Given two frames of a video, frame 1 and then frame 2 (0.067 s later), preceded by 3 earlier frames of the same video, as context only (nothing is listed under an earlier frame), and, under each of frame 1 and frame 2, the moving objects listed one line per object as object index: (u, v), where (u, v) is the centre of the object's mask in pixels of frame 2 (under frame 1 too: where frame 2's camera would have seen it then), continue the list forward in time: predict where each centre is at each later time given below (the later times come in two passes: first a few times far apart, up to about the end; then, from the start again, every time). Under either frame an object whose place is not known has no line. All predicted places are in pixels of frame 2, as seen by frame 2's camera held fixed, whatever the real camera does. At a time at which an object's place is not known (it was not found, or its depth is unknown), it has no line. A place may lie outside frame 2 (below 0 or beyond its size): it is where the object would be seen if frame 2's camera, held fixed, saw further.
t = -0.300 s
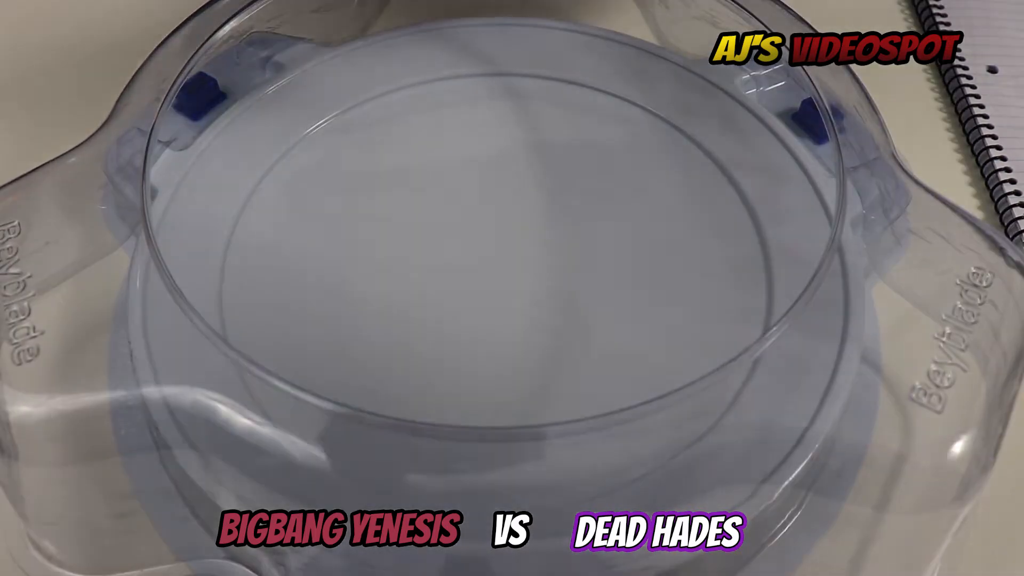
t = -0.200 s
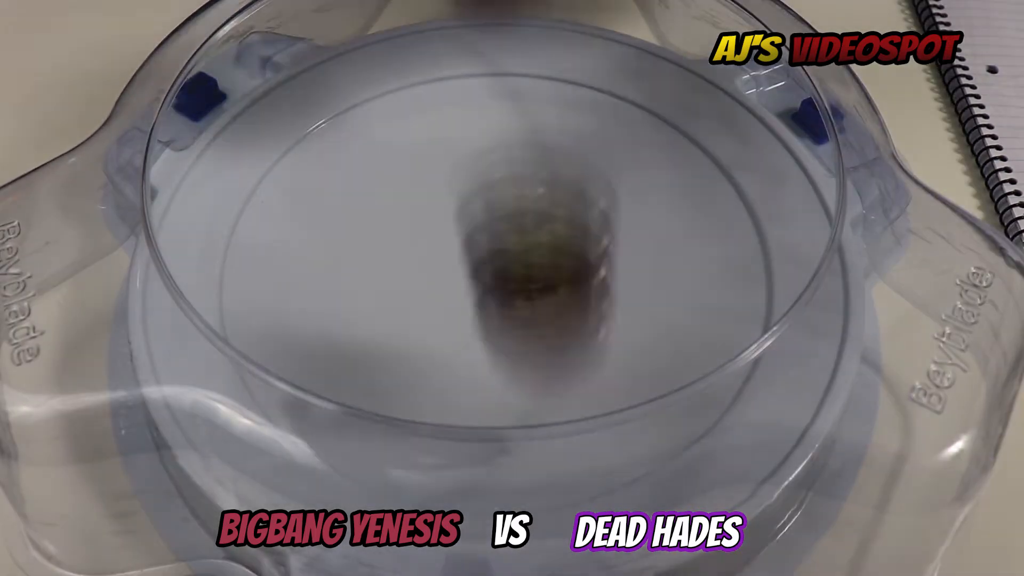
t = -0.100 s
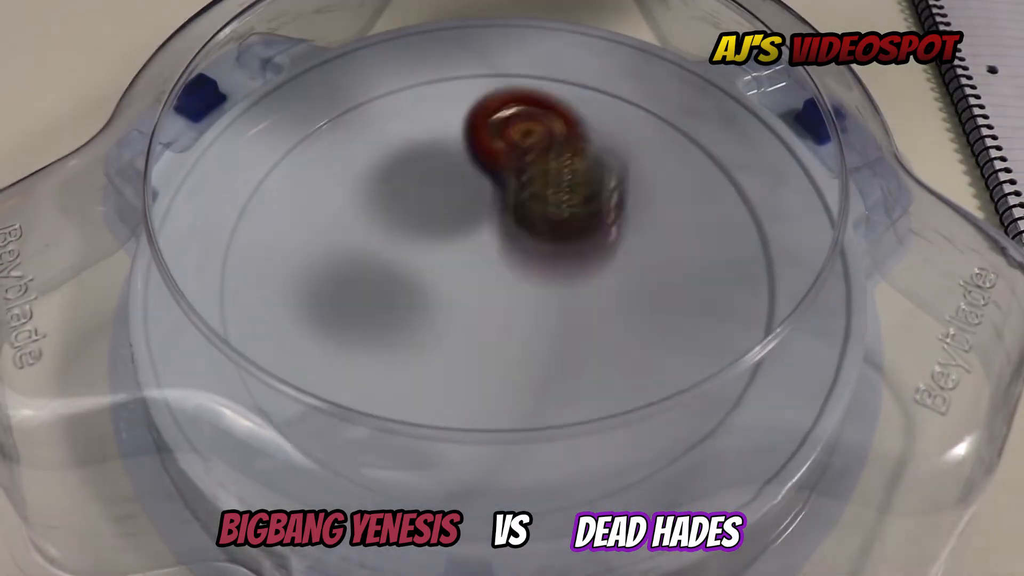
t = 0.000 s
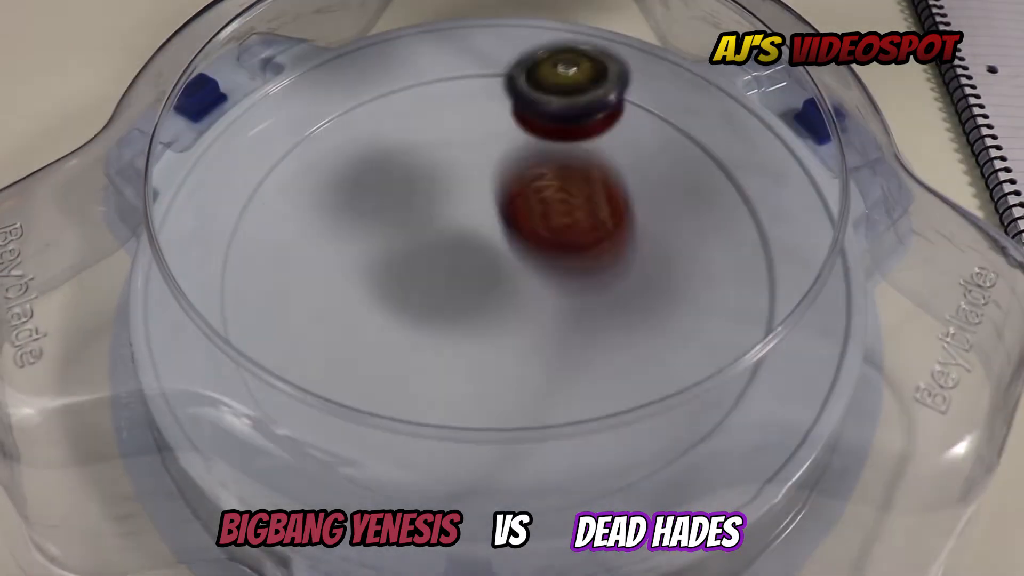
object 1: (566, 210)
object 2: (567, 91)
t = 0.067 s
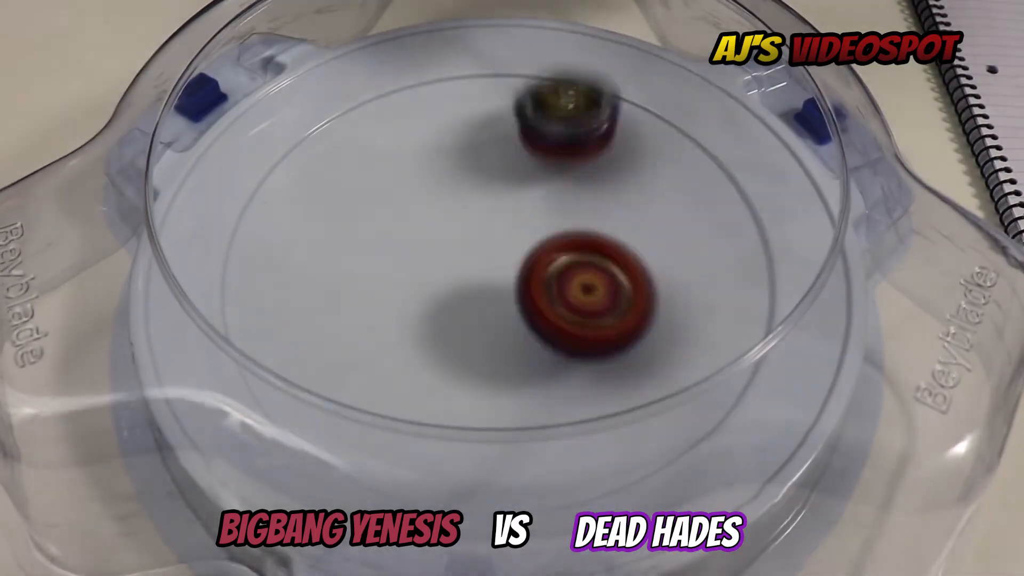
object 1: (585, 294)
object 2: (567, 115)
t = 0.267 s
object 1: (588, 365)
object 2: (505, 78)
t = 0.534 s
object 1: (560, 270)
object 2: (381, 284)
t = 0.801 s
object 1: (538, 173)
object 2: (511, 465)
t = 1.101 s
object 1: (461, 253)
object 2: (676, 226)
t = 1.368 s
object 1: (574, 333)
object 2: (425, 87)
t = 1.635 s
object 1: (653, 240)
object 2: (234, 248)
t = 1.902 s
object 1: (501, 189)
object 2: (521, 416)
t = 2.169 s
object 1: (385, 298)
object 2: (696, 179)
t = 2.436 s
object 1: (522, 375)
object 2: (482, 56)
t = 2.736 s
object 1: (601, 228)
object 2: (303, 289)
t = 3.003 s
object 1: (441, 174)
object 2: (645, 405)
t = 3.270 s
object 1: (369, 272)
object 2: (726, 188)
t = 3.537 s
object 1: (543, 313)
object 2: (470, 129)
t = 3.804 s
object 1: (590, 193)
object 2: (330, 309)
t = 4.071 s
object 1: (473, 161)
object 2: (530, 439)
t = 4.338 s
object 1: (448, 270)
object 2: (665, 262)
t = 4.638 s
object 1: (584, 286)
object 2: (450, 139)
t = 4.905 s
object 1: (557, 217)
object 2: (294, 244)
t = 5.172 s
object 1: (494, 226)
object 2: (499, 368)
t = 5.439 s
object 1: (483, 253)
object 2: (663, 220)
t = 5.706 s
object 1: (502, 261)
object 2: (545, 104)
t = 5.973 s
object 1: (510, 252)
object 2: (378, 216)
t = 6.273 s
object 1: (504, 238)
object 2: (541, 384)
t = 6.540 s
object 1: (503, 240)
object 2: (709, 284)
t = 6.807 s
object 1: (507, 246)
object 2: (552, 154)
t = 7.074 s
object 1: (488, 303)
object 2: (376, 146)
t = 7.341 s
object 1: (505, 285)
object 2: (363, 321)
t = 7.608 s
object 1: (508, 245)
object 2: (607, 359)
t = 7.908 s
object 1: (485, 232)
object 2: (634, 169)
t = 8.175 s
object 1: (484, 234)
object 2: (436, 141)
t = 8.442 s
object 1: (501, 239)
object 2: (353, 303)
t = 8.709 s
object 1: (520, 243)
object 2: (571, 376)
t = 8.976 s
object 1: (524, 245)
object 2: (652, 222)
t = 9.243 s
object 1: (519, 253)
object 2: (476, 150)
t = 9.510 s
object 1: (520, 261)
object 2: (358, 277)
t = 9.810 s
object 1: (512, 259)
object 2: (573, 362)
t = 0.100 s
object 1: (591, 303)
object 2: (559, 95)
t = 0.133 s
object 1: (597, 330)
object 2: (550, 72)
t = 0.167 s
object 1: (598, 356)
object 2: (541, 64)
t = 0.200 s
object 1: (598, 351)
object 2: (532, 72)
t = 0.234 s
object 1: (594, 357)
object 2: (519, 73)
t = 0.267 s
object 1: (588, 365)
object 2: (505, 78)
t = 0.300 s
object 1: (585, 358)
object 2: (490, 102)
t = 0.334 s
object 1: (579, 358)
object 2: (476, 123)
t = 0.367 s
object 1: (576, 349)
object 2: (459, 147)
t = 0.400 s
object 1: (572, 335)
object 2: (444, 171)
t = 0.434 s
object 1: (568, 319)
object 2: (427, 197)
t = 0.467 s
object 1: (565, 303)
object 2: (411, 224)
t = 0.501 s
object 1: (562, 287)
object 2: (395, 253)
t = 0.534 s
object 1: (560, 270)
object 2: (381, 284)
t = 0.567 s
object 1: (559, 255)
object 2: (371, 317)
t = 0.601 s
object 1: (558, 239)
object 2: (368, 347)
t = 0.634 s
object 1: (558, 224)
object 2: (374, 368)
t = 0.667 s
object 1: (558, 211)
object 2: (383, 403)
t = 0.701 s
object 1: (556, 198)
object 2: (404, 430)
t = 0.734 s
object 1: (552, 187)
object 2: (434, 448)
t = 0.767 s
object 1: (546, 179)
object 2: (470, 460)
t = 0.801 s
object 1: (538, 173)
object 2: (511, 465)
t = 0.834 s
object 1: (527, 170)
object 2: (554, 464)
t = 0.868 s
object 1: (515, 170)
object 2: (600, 450)
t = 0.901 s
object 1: (502, 174)
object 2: (638, 429)
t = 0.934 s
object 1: (489, 182)
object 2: (668, 397)
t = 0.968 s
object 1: (477, 193)
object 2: (679, 353)
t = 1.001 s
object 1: (468, 206)
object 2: (696, 327)
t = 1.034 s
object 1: (462, 221)
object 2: (700, 297)
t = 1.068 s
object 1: (460, 236)
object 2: (691, 261)
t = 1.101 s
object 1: (461, 253)
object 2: (676, 226)
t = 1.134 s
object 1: (465, 269)
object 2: (653, 195)
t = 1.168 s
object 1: (473, 284)
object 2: (626, 166)
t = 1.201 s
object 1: (485, 298)
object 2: (599, 142)
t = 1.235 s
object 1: (500, 310)
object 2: (566, 121)
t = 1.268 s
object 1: (516, 320)
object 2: (531, 105)
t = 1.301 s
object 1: (535, 328)
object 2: (495, 94)
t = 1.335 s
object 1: (554, 332)
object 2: (461, 87)
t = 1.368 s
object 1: (574, 333)
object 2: (425, 87)
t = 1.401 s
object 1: (592, 330)
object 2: (391, 90)
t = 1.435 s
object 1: (610, 324)
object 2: (357, 99)
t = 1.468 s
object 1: (625, 315)
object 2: (325, 112)
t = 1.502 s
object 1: (638, 303)
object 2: (295, 130)
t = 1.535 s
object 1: (648, 288)
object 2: (267, 152)
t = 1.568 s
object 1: (655, 273)
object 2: (246, 179)
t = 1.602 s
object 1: (657, 257)
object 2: (236, 212)
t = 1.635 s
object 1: (653, 240)
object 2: (234, 248)
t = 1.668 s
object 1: (644, 224)
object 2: (241, 281)
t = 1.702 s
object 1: (631, 209)
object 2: (259, 312)
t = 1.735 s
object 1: (613, 198)
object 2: (276, 351)
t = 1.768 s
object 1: (594, 191)
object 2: (311, 378)
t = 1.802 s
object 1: (573, 186)
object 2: (356, 400)
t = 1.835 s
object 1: (549, 184)
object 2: (412, 419)
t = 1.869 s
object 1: (525, 185)
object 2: (467, 423)
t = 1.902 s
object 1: (501, 189)
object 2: (521, 416)
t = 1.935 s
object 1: (476, 195)
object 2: (572, 385)
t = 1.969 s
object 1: (455, 204)
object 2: (617, 367)
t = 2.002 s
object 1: (435, 215)
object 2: (652, 345)
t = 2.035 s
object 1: (419, 229)
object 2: (678, 314)
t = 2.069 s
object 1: (404, 244)
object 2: (696, 278)
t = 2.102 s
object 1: (394, 261)
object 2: (704, 244)
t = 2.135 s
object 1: (387, 279)
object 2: (703, 211)
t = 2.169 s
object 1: (385, 298)
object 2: (696, 179)
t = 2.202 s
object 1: (387, 315)
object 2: (683, 150)
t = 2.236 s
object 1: (394, 333)
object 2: (662, 122)
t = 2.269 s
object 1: (406, 349)
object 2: (639, 100)
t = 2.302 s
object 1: (424, 361)
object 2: (612, 81)
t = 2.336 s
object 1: (446, 369)
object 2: (583, 67)
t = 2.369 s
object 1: (469, 375)
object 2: (551, 57)
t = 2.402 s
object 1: (495, 377)
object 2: (517, 53)
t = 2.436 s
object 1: (522, 375)
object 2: (482, 56)
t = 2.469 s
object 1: (547, 371)
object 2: (445, 62)
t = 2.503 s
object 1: (571, 362)
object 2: (412, 73)
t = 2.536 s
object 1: (591, 349)
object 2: (378, 90)
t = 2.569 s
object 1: (607, 330)
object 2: (347, 114)
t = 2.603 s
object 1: (616, 310)
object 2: (323, 142)
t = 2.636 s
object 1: (620, 288)
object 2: (303, 173)
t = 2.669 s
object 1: (618, 267)
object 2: (295, 209)
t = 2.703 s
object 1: (612, 247)
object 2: (293, 247)
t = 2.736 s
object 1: (601, 228)
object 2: (303, 289)
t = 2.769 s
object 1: (587, 211)
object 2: (323, 326)
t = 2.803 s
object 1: (570, 197)
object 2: (359, 357)
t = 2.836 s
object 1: (551, 186)
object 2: (396, 376)
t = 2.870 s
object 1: (530, 178)
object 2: (442, 405)
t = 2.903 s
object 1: (508, 173)
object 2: (491, 421)
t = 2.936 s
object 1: (484, 170)
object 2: (543, 426)
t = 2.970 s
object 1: (463, 171)
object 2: (595, 420)
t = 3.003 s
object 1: (441, 174)
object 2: (645, 405)
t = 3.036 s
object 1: (421, 179)
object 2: (682, 386)
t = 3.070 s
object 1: (403, 187)
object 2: (715, 363)
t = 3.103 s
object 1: (387, 197)
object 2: (741, 332)
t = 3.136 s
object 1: (375, 209)
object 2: (763, 303)
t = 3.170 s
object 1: (366, 223)
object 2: (764, 272)
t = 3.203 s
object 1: (362, 239)
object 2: (762, 243)
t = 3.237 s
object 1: (362, 255)
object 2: (744, 215)
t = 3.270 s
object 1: (369, 272)
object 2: (726, 188)
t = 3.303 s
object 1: (380, 287)
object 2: (705, 166)
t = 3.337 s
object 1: (396, 302)
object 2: (678, 145)
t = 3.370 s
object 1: (417, 314)
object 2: (647, 129)
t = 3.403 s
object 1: (442, 321)
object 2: (614, 120)
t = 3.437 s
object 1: (468, 325)
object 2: (579, 115)
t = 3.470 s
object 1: (495, 325)
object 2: (543, 115)
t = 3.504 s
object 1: (521, 320)
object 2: (505, 120)
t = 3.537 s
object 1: (543, 313)
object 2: (470, 129)
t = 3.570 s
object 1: (562, 301)
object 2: (437, 144)
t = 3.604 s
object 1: (577, 288)
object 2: (410, 160)
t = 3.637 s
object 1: (588, 273)
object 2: (383, 181)
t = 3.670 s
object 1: (596, 256)
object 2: (360, 205)
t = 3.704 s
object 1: (600, 239)
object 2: (344, 229)
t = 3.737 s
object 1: (600, 223)
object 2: (334, 255)
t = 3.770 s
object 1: (597, 207)
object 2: (329, 281)
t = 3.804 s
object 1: (590, 193)
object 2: (330, 309)
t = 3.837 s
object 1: (580, 181)
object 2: (337, 335)
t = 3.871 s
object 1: (569, 171)
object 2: (352, 354)
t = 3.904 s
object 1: (555, 162)
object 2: (374, 371)
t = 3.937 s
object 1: (540, 157)
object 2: (394, 403)
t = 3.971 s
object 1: (523, 154)
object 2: (422, 419)
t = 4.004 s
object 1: (505, 153)
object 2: (455, 433)
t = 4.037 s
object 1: (489, 156)
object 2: (492, 439)
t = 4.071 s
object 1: (473, 161)
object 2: (530, 439)
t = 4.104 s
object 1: (459, 170)
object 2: (568, 432)
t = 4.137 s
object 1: (448, 181)
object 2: (603, 418)
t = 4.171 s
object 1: (438, 194)
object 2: (631, 396)
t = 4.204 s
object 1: (431, 209)
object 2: (647, 362)
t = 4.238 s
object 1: (429, 224)
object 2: (665, 342)
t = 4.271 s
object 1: (431, 241)
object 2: (673, 318)
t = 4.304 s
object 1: (437, 256)
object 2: (672, 290)
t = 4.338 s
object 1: (448, 270)
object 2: (665, 262)
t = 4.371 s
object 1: (461, 283)
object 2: (653, 236)
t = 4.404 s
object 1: (477, 293)
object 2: (636, 212)
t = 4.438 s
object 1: (493, 300)
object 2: (614, 191)
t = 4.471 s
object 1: (511, 305)
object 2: (590, 173)
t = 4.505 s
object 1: (529, 307)
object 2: (564, 159)
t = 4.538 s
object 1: (546, 305)
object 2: (536, 148)
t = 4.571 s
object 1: (561, 300)
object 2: (507, 142)
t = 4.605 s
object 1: (574, 294)
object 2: (479, 139)
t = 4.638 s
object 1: (584, 286)
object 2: (450, 139)
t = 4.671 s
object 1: (591, 277)
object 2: (423, 142)
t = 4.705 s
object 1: (595, 266)
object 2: (398, 147)
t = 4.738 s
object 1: (595, 256)
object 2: (372, 156)
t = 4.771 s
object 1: (592, 245)
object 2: (348, 168)
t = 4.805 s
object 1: (586, 235)
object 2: (328, 184)
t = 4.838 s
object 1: (577, 227)
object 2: (311, 201)
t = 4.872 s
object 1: (567, 221)
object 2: (300, 221)
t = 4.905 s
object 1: (557, 217)
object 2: (294, 244)
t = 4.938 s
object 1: (547, 214)
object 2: (295, 268)
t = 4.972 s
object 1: (538, 213)
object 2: (305, 292)
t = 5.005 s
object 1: (529, 213)
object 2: (324, 316)
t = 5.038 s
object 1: (520, 214)
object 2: (348, 337)
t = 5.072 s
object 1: (513, 217)
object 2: (380, 353)
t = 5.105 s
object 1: (505, 219)
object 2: (416, 363)
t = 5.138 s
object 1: (499, 222)
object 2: (458, 369)
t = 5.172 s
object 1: (494, 226)
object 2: (499, 368)
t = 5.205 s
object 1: (490, 230)
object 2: (538, 361)
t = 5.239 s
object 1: (486, 234)
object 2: (573, 348)
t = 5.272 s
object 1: (483, 237)
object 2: (603, 330)
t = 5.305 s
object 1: (482, 241)
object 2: (625, 310)
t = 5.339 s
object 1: (481, 244)
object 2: (643, 288)
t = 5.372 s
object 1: (481, 248)
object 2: (654, 265)
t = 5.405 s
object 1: (481, 250)
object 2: (661, 243)
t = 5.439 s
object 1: (483, 253)
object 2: (663, 220)
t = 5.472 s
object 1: (485, 255)
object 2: (660, 199)
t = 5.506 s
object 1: (487, 257)
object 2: (652, 178)
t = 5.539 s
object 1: (489, 259)
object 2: (640, 160)
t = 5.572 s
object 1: (492, 260)
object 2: (627, 142)
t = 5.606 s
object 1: (494, 261)
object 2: (610, 129)
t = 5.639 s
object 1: (497, 261)
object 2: (591, 117)
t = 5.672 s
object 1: (499, 261)
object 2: (569, 109)
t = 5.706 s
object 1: (502, 261)
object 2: (545, 104)
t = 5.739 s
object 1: (504, 260)
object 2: (518, 104)
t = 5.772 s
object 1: (506, 260)
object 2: (492, 107)
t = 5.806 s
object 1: (507, 259)
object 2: (465, 116)
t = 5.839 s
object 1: (509, 258)
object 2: (441, 129)
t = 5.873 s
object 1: (509, 256)
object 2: (420, 145)
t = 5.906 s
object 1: (510, 255)
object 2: (400, 167)
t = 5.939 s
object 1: (510, 254)
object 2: (385, 190)
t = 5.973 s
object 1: (510, 252)
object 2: (378, 216)
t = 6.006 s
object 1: (510, 251)
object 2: (374, 245)
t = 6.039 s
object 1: (510, 249)
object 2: (376, 273)
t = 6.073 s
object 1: (509, 247)
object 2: (385, 301)
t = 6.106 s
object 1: (508, 245)
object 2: (400, 326)
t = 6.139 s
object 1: (506, 244)
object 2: (422, 348)
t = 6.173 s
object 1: (506, 242)
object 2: (448, 365)
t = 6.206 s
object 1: (505, 241)
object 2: (478, 377)
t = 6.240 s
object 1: (504, 239)
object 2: (510, 382)
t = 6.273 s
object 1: (504, 238)
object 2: (541, 384)
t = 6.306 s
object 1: (503, 238)
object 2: (572, 381)
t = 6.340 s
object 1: (503, 238)
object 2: (602, 375)
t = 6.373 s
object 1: (502, 238)
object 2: (629, 367)
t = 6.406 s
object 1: (502, 238)
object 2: (655, 355)
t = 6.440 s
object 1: (502, 238)
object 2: (677, 341)
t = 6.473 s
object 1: (503, 238)
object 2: (696, 324)
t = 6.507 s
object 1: (503, 239)
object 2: (708, 307)
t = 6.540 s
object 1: (503, 240)
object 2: (709, 284)
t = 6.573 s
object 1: (504, 240)
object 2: (707, 261)
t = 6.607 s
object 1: (504, 240)
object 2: (698, 238)
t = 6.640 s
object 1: (505, 241)
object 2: (686, 217)
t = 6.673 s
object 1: (506, 241)
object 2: (664, 200)
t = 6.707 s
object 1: (507, 241)
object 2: (639, 183)
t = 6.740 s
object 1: (508, 242)
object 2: (613, 172)
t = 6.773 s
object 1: (508, 243)
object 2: (583, 162)
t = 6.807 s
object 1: (507, 246)
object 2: (552, 154)
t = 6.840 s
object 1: (500, 257)
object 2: (527, 139)
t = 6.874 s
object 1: (494, 269)
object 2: (504, 127)
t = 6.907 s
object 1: (489, 278)
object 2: (481, 119)
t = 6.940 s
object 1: (487, 286)
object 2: (458, 116)
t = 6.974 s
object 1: (485, 292)
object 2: (436, 118)
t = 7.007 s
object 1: (485, 297)
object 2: (415, 123)
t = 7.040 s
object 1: (487, 301)
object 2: (395, 133)
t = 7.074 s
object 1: (488, 303)
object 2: (376, 146)
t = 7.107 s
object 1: (491, 304)
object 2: (361, 162)
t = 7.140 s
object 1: (494, 303)
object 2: (347, 179)
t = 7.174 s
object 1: (497, 301)
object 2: (337, 200)
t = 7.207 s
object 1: (500, 298)
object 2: (329, 223)
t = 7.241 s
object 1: (502, 295)
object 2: (328, 248)
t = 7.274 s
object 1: (504, 292)
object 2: (332, 273)
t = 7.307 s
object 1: (505, 288)
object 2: (345, 299)
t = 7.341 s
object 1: (505, 285)
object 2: (363, 321)
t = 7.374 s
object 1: (505, 280)
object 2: (389, 343)
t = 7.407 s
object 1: (508, 274)
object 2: (414, 359)
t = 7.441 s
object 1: (510, 269)
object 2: (442, 372)
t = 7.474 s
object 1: (510, 264)
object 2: (477, 381)
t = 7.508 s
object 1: (510, 259)
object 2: (510, 382)
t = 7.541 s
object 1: (510, 254)
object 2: (546, 379)
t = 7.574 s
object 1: (510, 249)
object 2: (578, 370)
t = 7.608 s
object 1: (508, 245)
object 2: (607, 359)
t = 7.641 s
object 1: (506, 242)
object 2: (634, 342)
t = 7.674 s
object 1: (503, 239)
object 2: (653, 320)
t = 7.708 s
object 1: (500, 237)
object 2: (666, 298)
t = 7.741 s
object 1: (497, 235)
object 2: (673, 275)
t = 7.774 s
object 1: (495, 233)
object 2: (676, 252)
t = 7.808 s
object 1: (492, 232)
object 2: (673, 229)
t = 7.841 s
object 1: (489, 232)
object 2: (664, 207)
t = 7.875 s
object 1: (487, 232)
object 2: (652, 188)
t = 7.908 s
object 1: (485, 232)
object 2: (634, 169)
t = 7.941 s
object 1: (484, 232)
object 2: (616, 154)
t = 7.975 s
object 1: (483, 232)
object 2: (594, 143)
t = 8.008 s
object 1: (483, 232)
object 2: (569, 134)
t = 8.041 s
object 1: (482, 232)
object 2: (543, 128)
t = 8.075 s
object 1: (482, 232)
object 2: (517, 126)
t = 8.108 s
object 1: (483, 233)
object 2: (489, 127)
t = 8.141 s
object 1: (483, 233)
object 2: (463, 132)
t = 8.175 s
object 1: (484, 234)
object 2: (436, 141)
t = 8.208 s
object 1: (485, 234)
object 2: (413, 154)
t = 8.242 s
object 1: (487, 235)
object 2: (393, 168)
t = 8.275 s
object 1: (488, 235)
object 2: (373, 187)
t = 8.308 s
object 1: (490, 236)
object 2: (359, 208)
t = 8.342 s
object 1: (492, 238)
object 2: (350, 230)
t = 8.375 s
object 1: (495, 238)
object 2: (345, 254)
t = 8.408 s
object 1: (498, 239)
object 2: (346, 278)
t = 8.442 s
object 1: (501, 239)
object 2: (353, 303)
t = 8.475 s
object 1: (503, 240)
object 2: (366, 326)
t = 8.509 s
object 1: (506, 240)
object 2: (387, 347)
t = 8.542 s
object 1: (509, 241)
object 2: (412, 363)
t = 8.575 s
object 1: (512, 242)
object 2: (442, 376)
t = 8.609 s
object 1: (514, 242)
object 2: (474, 382)
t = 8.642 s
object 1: (516, 242)
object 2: (508, 384)
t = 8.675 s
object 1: (518, 242)
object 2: (539, 381)
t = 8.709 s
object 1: (520, 243)
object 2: (571, 376)
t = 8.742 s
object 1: (521, 243)
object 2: (600, 363)
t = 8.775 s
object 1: (522, 243)
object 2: (621, 350)
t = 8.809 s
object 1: (523, 243)
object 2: (640, 331)
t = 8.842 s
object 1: (523, 244)
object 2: (653, 310)
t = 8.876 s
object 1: (524, 244)
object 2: (660, 287)
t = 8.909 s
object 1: (525, 244)
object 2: (662, 265)
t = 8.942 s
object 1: (525, 244)
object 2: (659, 243)
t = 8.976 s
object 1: (524, 245)
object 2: (652, 222)
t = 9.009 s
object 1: (524, 245)
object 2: (639, 203)
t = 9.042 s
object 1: (523, 246)
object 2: (623, 186)
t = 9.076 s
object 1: (522, 247)
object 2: (603, 171)
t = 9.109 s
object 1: (521, 248)
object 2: (581, 160)
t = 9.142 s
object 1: (520, 249)
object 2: (555, 152)
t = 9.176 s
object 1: (519, 250)
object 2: (529, 148)
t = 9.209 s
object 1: (519, 252)
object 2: (503, 147)
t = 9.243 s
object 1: (519, 253)
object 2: (476, 150)
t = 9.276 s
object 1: (519, 254)
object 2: (451, 156)
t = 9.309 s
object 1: (519, 255)
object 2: (429, 165)
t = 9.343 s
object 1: (519, 257)
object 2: (407, 178)
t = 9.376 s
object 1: (520, 258)
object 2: (387, 195)
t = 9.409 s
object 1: (520, 259)
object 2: (373, 213)
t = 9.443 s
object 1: (520, 259)
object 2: (363, 233)
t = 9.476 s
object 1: (520, 260)
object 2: (357, 256)
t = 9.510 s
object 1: (520, 261)
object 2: (358, 277)
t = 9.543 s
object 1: (520, 261)
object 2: (365, 299)
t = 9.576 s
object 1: (520, 261)
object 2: (378, 321)
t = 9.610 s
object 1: (519, 260)
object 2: (396, 339)
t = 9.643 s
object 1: (519, 260)
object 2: (419, 355)
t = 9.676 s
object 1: (518, 260)
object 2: (448, 365)
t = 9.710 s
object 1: (517, 260)
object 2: (479, 372)
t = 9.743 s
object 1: (515, 260)
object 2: (512, 374)
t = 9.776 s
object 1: (514, 259)
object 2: (544, 369)
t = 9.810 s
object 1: (512, 259)
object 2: (573, 362)
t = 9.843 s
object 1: (510, 259)
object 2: (598, 348)
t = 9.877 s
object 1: (509, 259)
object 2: (621, 332)
